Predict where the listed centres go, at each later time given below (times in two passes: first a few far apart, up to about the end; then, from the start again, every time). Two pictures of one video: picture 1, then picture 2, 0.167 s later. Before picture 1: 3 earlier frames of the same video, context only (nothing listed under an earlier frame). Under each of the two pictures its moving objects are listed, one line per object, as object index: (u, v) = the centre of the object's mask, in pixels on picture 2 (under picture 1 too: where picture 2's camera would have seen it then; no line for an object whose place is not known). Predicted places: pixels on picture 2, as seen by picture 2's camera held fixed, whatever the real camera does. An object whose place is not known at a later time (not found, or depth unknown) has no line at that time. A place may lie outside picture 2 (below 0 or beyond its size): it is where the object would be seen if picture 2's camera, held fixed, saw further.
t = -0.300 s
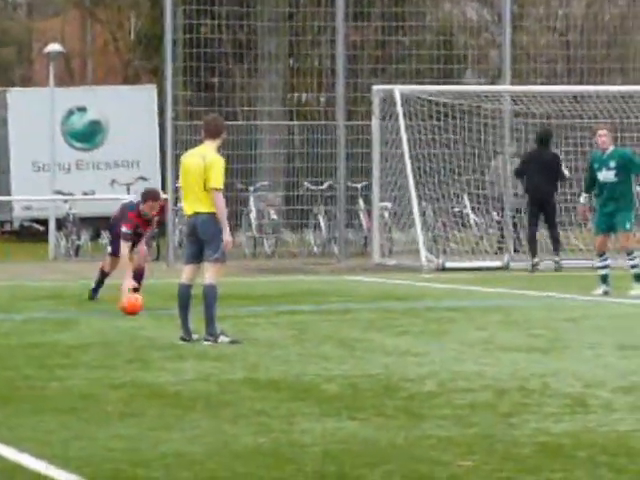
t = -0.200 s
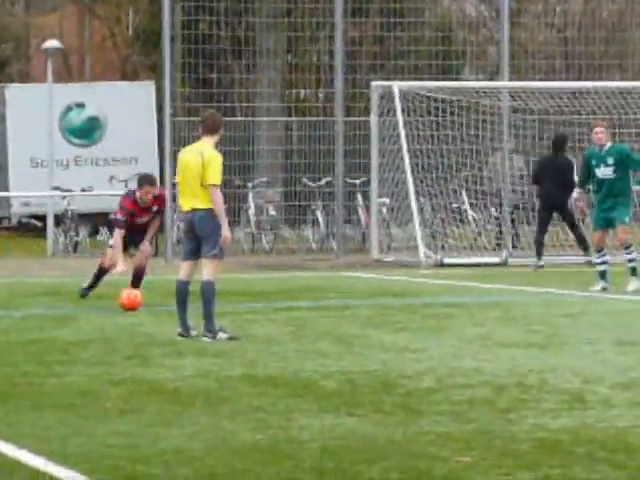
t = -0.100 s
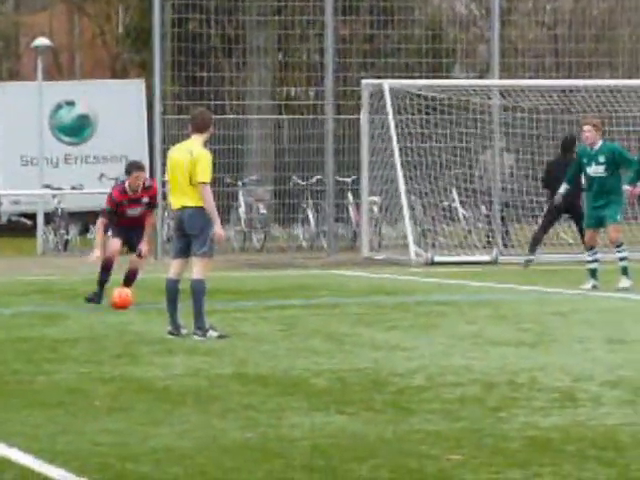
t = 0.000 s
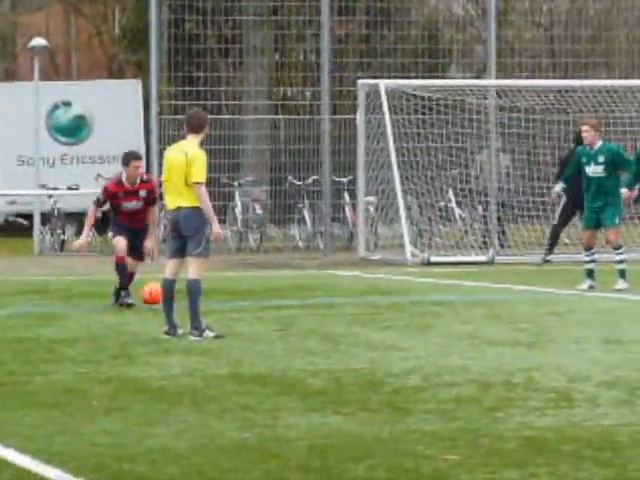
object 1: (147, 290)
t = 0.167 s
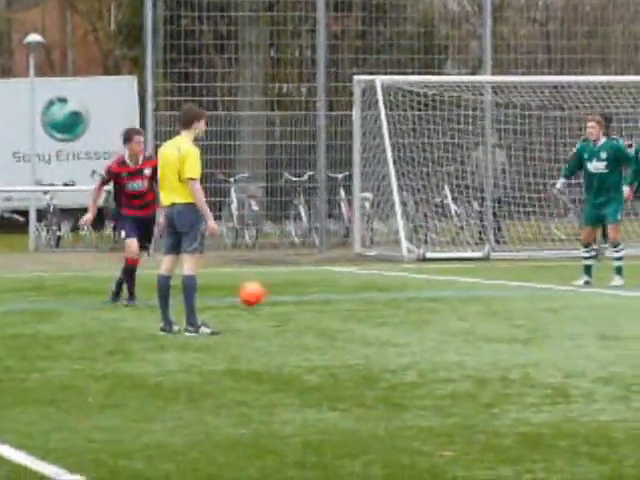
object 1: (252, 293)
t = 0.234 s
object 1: (291, 297)
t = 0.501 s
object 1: (434, 300)
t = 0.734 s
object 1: (539, 306)
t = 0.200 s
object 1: (272, 298)
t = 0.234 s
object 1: (291, 297)
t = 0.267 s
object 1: (310, 294)
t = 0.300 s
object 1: (327, 293)
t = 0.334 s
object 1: (345, 292)
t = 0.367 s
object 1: (364, 294)
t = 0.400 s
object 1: (383, 296)
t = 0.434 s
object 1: (400, 300)
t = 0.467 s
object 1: (419, 303)
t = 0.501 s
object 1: (434, 300)
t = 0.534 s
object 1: (450, 298)
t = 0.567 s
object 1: (465, 298)
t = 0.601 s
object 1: (480, 298)
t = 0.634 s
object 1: (496, 301)
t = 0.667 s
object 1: (511, 304)
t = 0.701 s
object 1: (526, 306)
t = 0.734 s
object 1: (539, 306)
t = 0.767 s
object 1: (553, 306)
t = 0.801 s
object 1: (568, 307)
